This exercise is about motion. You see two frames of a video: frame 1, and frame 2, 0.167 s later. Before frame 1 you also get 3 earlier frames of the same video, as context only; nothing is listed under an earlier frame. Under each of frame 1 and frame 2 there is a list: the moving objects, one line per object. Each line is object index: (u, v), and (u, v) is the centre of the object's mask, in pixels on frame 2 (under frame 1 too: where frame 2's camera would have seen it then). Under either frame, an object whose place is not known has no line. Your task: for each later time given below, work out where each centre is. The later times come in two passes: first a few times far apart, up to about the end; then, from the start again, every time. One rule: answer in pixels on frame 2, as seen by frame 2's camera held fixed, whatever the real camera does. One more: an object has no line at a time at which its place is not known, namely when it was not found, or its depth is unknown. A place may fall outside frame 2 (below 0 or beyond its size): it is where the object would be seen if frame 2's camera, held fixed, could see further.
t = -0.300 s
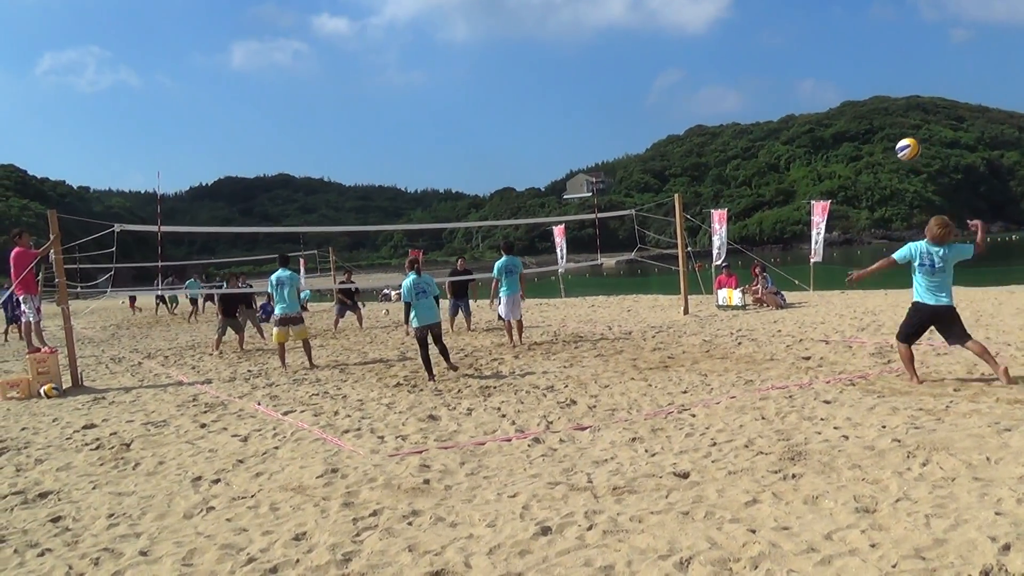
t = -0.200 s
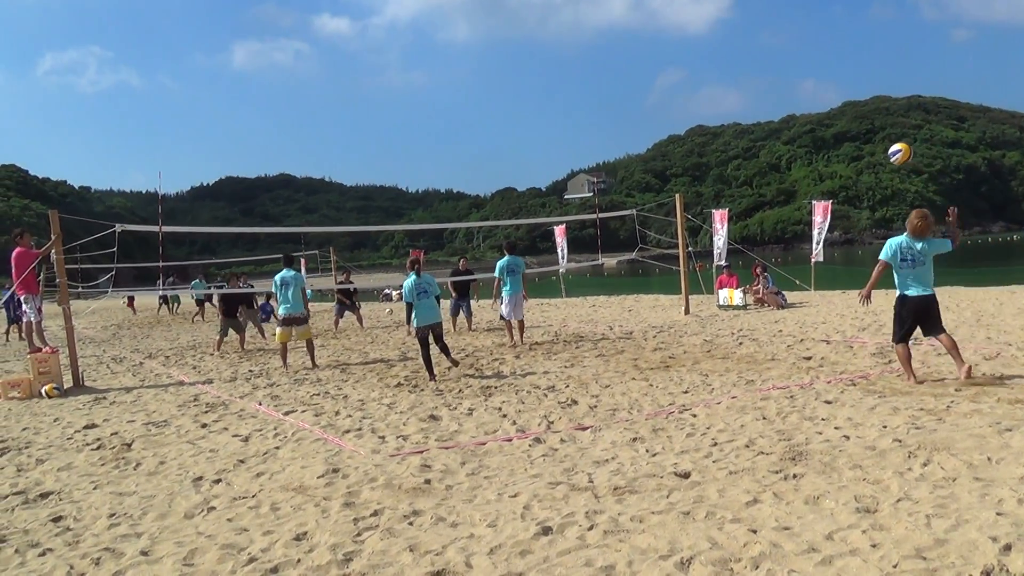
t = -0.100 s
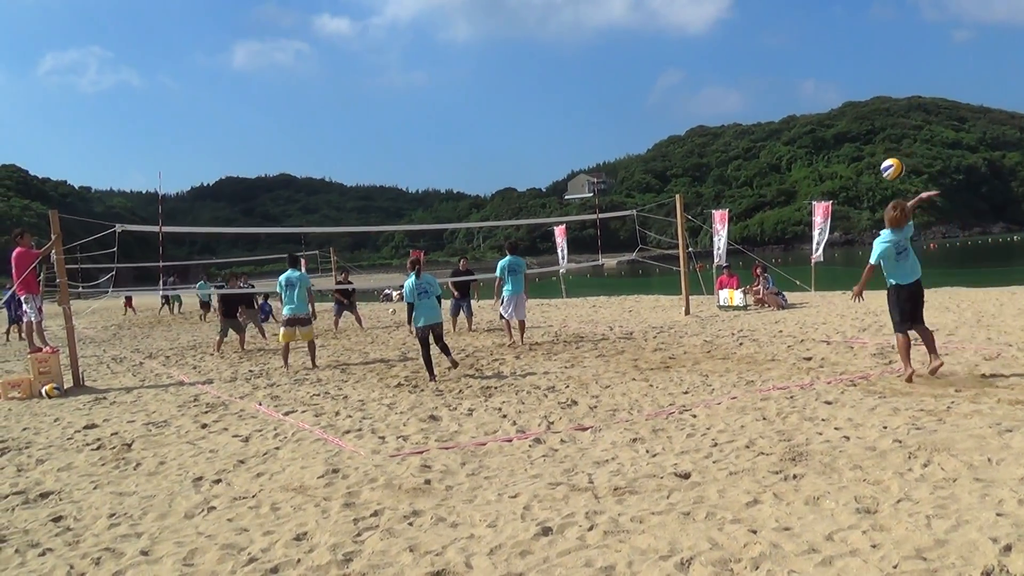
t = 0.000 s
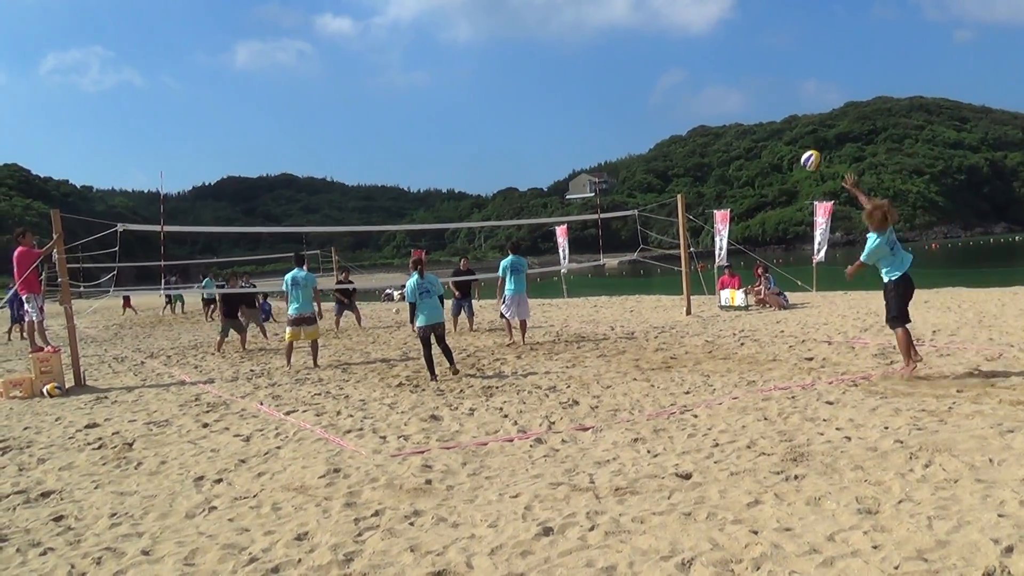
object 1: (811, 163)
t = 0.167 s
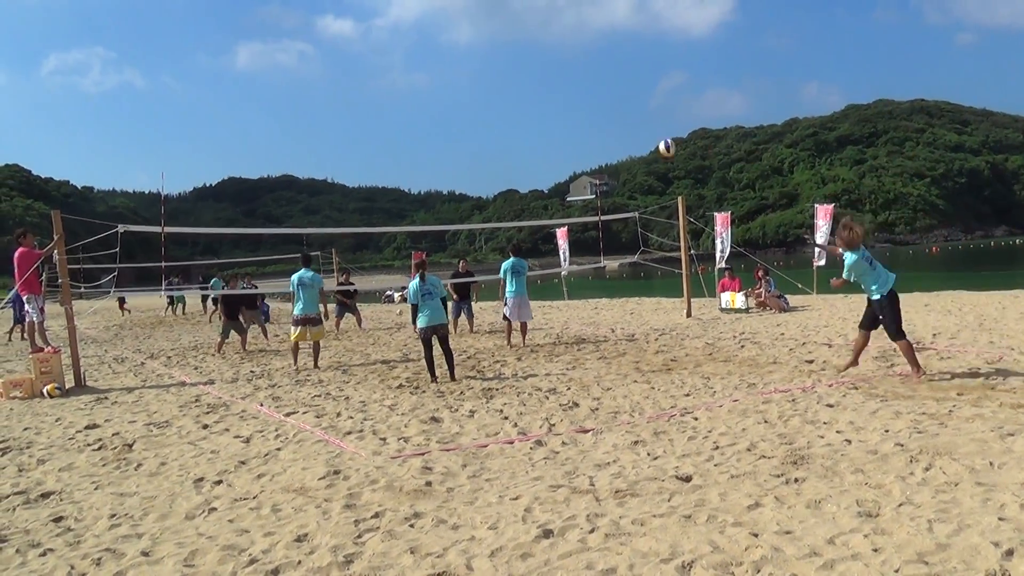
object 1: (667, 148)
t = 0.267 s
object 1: (605, 149)
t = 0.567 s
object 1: (479, 184)
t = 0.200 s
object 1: (645, 147)
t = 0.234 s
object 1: (624, 148)
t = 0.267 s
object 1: (605, 149)
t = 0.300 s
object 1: (587, 151)
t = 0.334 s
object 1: (571, 153)
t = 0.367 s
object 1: (555, 157)
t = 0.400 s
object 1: (541, 160)
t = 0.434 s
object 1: (527, 164)
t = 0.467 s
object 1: (513, 169)
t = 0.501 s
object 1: (502, 173)
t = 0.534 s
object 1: (490, 179)
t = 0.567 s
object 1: (479, 184)
